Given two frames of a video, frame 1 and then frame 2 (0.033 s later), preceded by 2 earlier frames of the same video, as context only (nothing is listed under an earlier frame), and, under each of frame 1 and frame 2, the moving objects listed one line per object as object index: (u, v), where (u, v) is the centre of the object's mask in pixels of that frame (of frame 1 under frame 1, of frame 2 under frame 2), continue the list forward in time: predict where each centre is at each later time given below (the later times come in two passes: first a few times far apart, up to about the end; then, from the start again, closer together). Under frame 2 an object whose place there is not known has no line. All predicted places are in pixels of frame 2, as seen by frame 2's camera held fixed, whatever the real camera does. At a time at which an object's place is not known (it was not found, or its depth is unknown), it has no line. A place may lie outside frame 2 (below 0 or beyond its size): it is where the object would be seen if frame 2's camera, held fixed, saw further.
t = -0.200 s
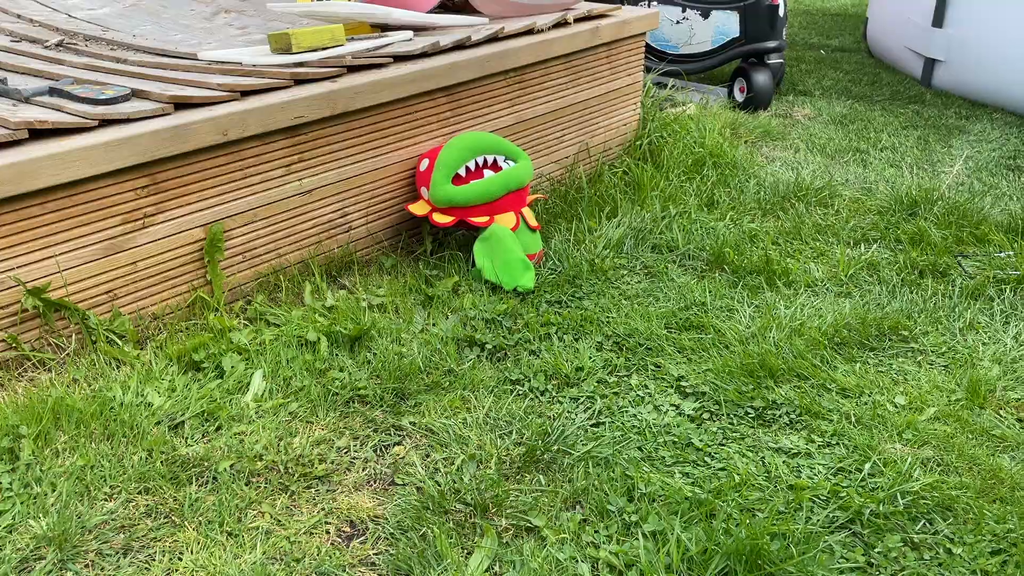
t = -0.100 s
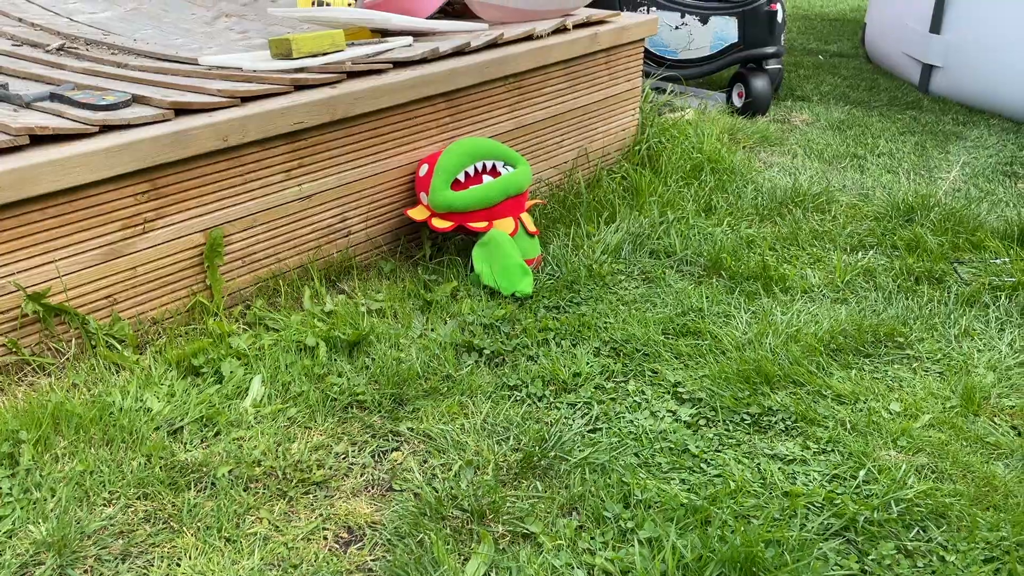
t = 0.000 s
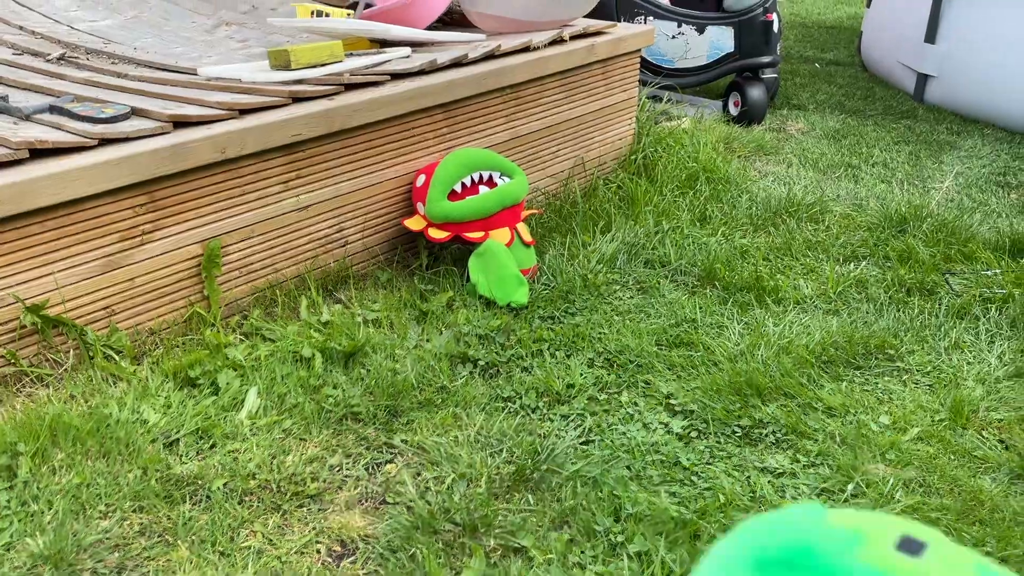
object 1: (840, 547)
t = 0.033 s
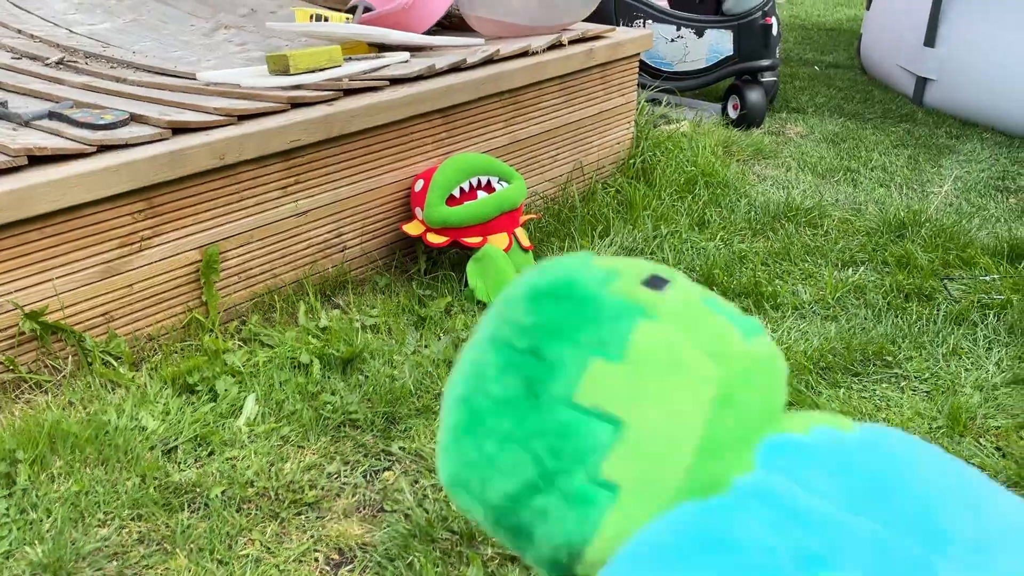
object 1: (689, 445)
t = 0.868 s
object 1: (340, 316)
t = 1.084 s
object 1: (343, 321)
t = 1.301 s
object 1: (343, 321)
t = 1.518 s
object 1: (342, 322)
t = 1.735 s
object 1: (341, 322)
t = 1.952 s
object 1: (341, 322)
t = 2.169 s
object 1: (340, 322)
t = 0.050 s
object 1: (656, 401)
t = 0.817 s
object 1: (330, 309)
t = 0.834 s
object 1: (333, 310)
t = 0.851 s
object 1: (336, 313)
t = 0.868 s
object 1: (340, 316)
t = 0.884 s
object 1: (342, 319)
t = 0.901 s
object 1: (345, 322)
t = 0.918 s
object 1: (347, 322)
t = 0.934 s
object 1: (347, 320)
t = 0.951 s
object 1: (346, 318)
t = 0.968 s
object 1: (345, 317)
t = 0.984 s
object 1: (345, 317)
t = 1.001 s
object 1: (345, 318)
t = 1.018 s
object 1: (345, 319)
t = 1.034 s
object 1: (345, 320)
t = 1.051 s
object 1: (344, 321)
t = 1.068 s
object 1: (344, 321)
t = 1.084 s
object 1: (343, 321)
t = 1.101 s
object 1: (343, 321)
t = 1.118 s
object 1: (343, 321)
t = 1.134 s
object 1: (343, 321)
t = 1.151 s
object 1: (343, 321)
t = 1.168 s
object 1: (343, 321)
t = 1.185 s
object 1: (343, 321)
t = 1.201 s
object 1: (343, 321)
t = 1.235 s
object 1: (343, 321)
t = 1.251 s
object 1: (343, 321)
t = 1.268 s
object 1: (343, 321)
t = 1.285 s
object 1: (343, 321)
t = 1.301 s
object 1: (343, 321)
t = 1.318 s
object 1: (343, 321)
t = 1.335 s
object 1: (343, 321)
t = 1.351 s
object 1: (343, 321)
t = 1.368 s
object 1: (343, 321)
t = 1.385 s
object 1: (343, 321)
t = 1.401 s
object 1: (343, 321)
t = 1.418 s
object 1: (343, 321)
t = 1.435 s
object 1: (343, 321)
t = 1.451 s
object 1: (342, 321)
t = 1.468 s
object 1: (342, 322)
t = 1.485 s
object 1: (342, 322)
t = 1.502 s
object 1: (342, 321)
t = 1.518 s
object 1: (342, 322)
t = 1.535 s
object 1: (342, 322)
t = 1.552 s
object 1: (342, 322)
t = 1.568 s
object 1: (342, 322)
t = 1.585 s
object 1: (342, 322)
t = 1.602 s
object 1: (342, 322)
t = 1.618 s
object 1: (342, 322)
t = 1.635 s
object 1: (341, 322)
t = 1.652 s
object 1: (341, 322)
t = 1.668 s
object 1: (341, 322)
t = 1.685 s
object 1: (340, 321)
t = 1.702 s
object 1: (340, 322)
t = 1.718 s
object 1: (341, 322)
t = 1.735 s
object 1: (341, 322)
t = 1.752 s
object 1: (340, 322)
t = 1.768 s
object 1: (341, 322)
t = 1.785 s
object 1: (341, 322)
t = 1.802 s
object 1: (341, 322)
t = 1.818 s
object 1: (341, 322)
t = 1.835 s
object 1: (341, 322)
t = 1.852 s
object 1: (342, 322)
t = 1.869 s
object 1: (341, 321)
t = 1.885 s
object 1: (341, 322)
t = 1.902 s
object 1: (341, 322)
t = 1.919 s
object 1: (340, 322)
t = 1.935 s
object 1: (341, 322)
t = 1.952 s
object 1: (341, 322)
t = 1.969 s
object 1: (341, 322)
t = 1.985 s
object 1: (340, 322)
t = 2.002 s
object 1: (341, 322)
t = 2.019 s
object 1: (340, 322)
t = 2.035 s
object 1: (340, 322)
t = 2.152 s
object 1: (340, 322)
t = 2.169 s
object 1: (340, 322)
